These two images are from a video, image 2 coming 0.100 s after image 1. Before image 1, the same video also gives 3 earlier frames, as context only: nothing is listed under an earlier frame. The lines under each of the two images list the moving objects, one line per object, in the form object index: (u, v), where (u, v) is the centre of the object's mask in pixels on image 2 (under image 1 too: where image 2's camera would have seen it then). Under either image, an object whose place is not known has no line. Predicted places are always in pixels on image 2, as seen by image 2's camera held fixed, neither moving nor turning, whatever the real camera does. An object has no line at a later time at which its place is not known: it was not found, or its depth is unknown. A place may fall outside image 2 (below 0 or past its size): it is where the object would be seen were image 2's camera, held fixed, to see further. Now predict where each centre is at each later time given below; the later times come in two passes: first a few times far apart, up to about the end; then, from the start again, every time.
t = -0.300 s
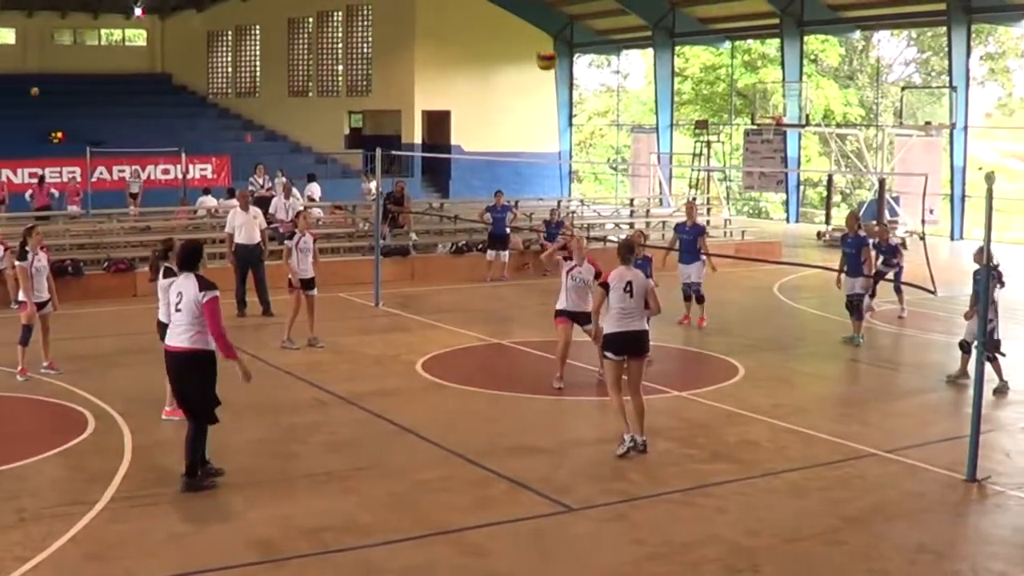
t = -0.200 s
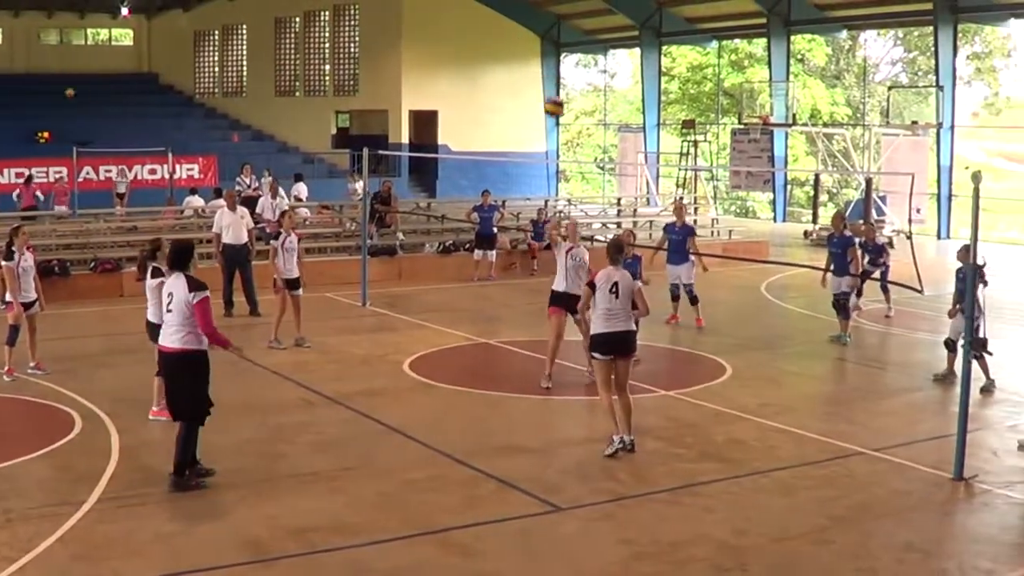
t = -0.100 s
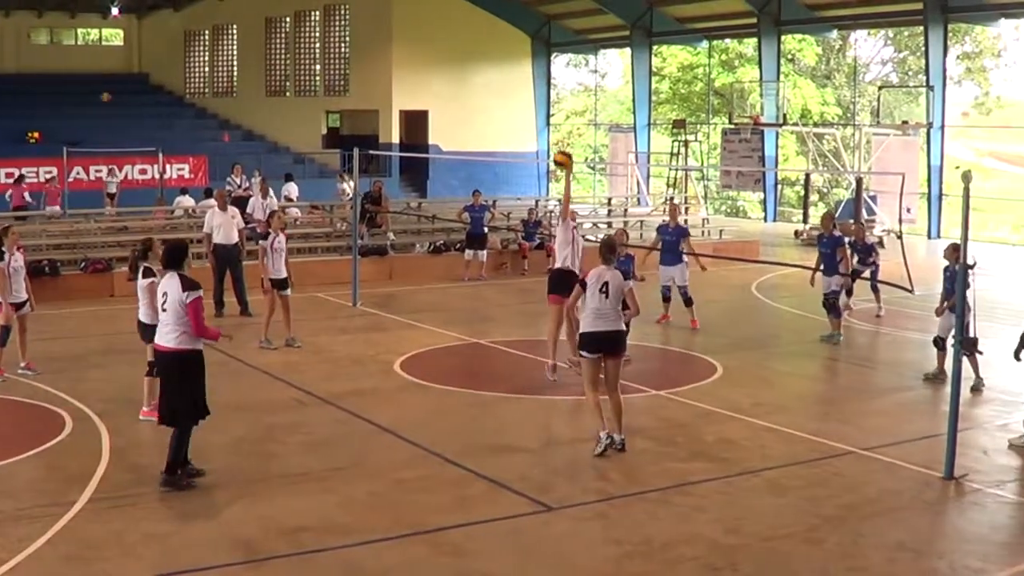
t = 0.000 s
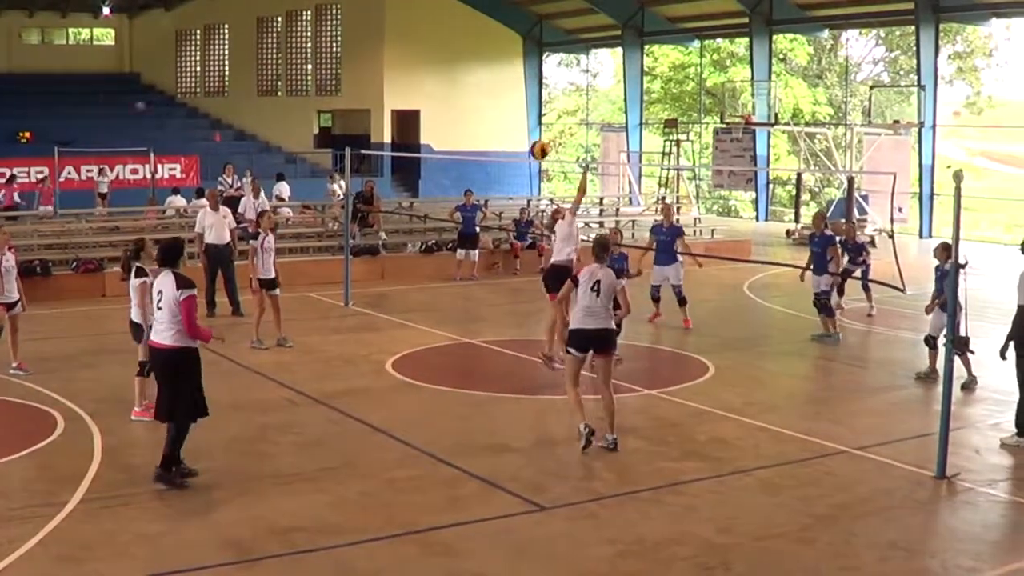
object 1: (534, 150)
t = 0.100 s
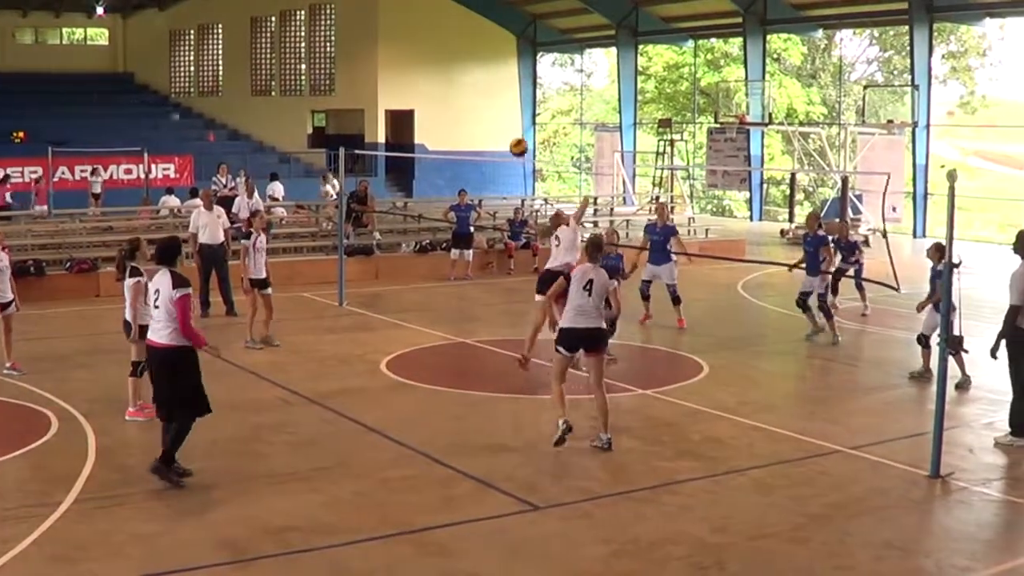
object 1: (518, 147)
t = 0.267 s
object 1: (494, 163)
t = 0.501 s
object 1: (463, 222)
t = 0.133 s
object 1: (513, 148)
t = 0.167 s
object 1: (508, 150)
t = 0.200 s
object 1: (503, 153)
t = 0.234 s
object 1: (498, 158)
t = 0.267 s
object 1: (494, 163)
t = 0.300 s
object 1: (490, 168)
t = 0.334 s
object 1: (485, 176)
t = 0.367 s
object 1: (481, 183)
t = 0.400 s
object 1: (477, 192)
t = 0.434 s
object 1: (473, 201)
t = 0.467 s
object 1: (468, 209)
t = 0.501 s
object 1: (463, 222)
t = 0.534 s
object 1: (461, 235)
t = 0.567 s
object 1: (459, 245)
